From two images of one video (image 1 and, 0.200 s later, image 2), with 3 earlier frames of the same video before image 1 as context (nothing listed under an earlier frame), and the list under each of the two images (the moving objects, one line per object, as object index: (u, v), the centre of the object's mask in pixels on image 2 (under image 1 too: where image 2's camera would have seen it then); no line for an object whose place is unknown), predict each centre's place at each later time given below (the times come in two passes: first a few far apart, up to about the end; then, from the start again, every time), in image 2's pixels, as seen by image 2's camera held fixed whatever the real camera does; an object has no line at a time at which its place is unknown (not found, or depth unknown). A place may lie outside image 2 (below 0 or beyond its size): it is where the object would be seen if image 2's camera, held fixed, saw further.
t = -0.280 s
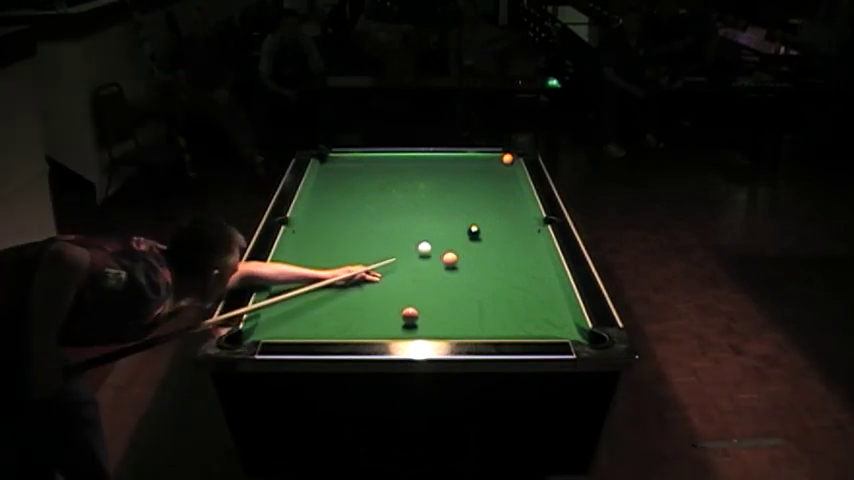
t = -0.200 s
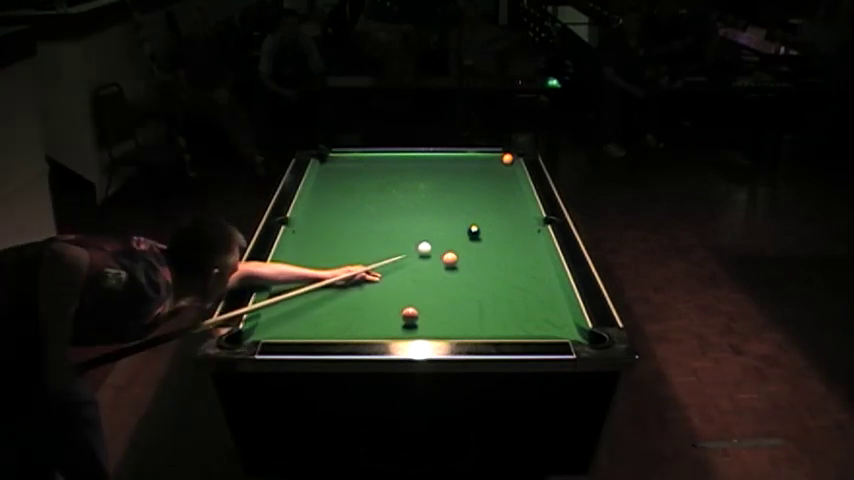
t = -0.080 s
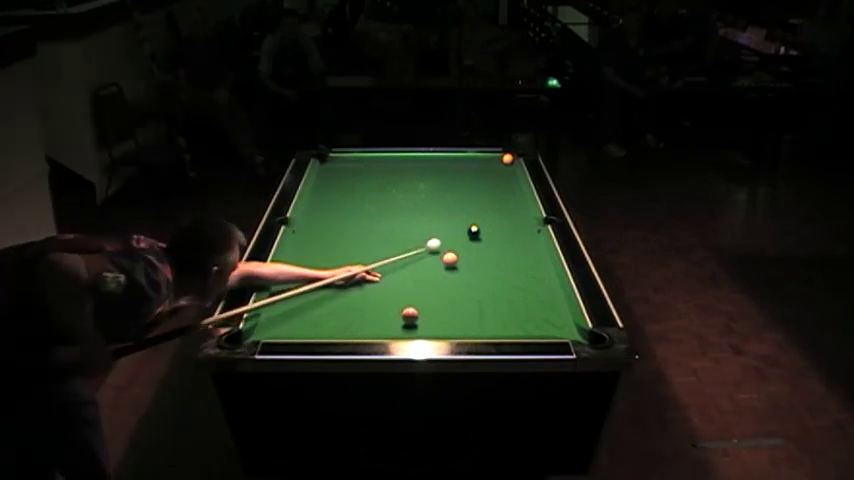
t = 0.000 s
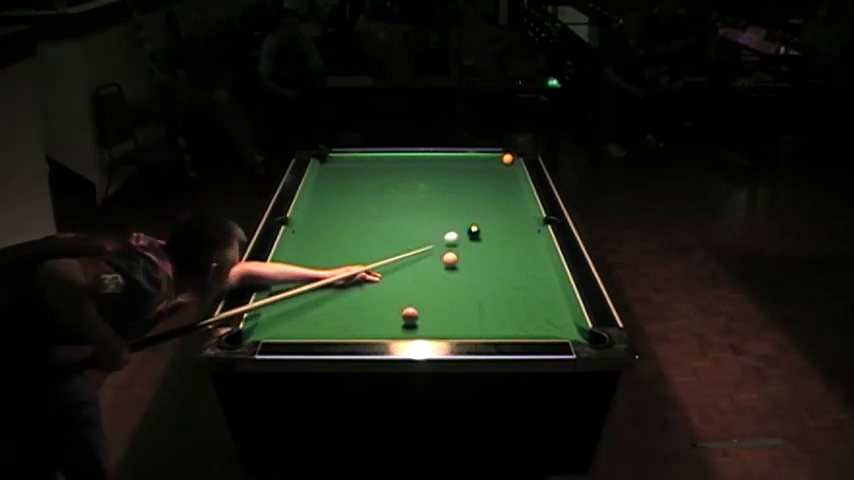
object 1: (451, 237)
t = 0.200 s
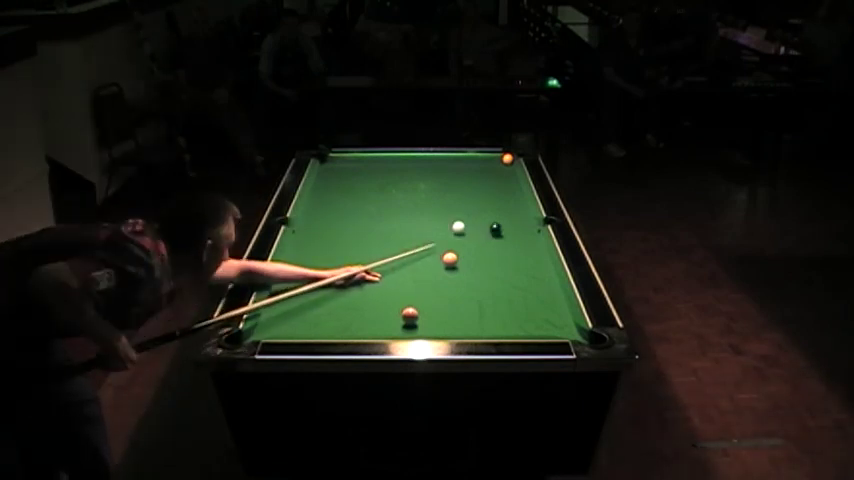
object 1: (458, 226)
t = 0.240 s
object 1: (458, 225)
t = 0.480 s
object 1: (457, 215)
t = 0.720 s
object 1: (457, 206)
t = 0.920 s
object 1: (457, 199)
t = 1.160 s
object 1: (457, 191)
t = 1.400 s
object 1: (457, 185)
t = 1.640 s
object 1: (457, 179)
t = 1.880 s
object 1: (457, 173)
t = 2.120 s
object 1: (457, 169)
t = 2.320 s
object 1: (457, 165)
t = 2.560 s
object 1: (457, 161)
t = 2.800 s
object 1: (458, 160)
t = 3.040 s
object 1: (458, 162)
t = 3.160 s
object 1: (459, 163)
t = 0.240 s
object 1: (458, 225)
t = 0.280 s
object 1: (458, 223)
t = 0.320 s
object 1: (458, 221)
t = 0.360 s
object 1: (457, 219)
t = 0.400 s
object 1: (458, 218)
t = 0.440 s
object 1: (457, 216)
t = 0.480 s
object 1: (457, 215)
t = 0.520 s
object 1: (457, 213)
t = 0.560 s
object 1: (457, 211)
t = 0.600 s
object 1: (457, 210)
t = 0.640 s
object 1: (457, 208)
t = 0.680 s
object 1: (457, 207)
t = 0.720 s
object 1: (457, 206)
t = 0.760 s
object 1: (457, 204)
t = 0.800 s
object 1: (457, 202)
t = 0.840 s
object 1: (457, 201)
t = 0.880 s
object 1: (457, 200)
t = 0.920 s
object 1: (457, 199)
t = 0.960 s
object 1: (457, 198)
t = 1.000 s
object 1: (457, 196)
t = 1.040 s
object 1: (457, 195)
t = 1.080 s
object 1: (457, 194)
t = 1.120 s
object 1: (457, 192)
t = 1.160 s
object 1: (457, 191)
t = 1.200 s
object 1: (457, 190)
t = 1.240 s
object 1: (457, 189)
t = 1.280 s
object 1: (457, 188)
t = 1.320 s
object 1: (457, 187)
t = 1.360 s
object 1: (457, 186)
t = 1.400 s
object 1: (457, 185)
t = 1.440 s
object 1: (457, 184)
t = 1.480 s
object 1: (457, 183)
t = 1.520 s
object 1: (457, 182)
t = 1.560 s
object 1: (457, 181)
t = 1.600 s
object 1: (457, 180)
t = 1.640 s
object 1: (457, 179)
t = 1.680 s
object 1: (457, 178)
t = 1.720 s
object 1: (457, 177)
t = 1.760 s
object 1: (457, 176)
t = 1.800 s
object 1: (457, 175)
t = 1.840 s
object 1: (457, 174)
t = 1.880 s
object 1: (457, 173)
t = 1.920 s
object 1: (457, 173)
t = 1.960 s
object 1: (457, 172)
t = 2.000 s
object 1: (457, 171)
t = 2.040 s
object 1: (457, 170)
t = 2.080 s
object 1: (457, 169)
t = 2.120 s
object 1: (457, 169)
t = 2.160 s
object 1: (457, 168)
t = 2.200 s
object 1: (457, 167)
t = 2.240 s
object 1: (457, 167)
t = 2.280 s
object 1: (457, 166)
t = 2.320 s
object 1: (457, 165)
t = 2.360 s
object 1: (457, 165)
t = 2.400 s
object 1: (457, 164)
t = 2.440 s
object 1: (457, 163)
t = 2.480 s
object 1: (457, 163)
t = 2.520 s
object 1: (457, 162)
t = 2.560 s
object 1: (457, 161)
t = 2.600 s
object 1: (457, 161)
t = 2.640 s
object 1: (457, 160)
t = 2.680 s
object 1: (457, 160)
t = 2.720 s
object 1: (458, 160)
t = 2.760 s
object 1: (458, 160)
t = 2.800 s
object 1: (458, 160)
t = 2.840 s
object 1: (458, 160)
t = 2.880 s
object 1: (458, 161)
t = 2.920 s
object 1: (458, 162)
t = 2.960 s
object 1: (458, 162)
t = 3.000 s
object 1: (458, 162)
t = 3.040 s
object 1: (458, 162)
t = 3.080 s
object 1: (459, 163)
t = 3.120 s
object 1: (459, 163)
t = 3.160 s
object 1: (459, 163)
